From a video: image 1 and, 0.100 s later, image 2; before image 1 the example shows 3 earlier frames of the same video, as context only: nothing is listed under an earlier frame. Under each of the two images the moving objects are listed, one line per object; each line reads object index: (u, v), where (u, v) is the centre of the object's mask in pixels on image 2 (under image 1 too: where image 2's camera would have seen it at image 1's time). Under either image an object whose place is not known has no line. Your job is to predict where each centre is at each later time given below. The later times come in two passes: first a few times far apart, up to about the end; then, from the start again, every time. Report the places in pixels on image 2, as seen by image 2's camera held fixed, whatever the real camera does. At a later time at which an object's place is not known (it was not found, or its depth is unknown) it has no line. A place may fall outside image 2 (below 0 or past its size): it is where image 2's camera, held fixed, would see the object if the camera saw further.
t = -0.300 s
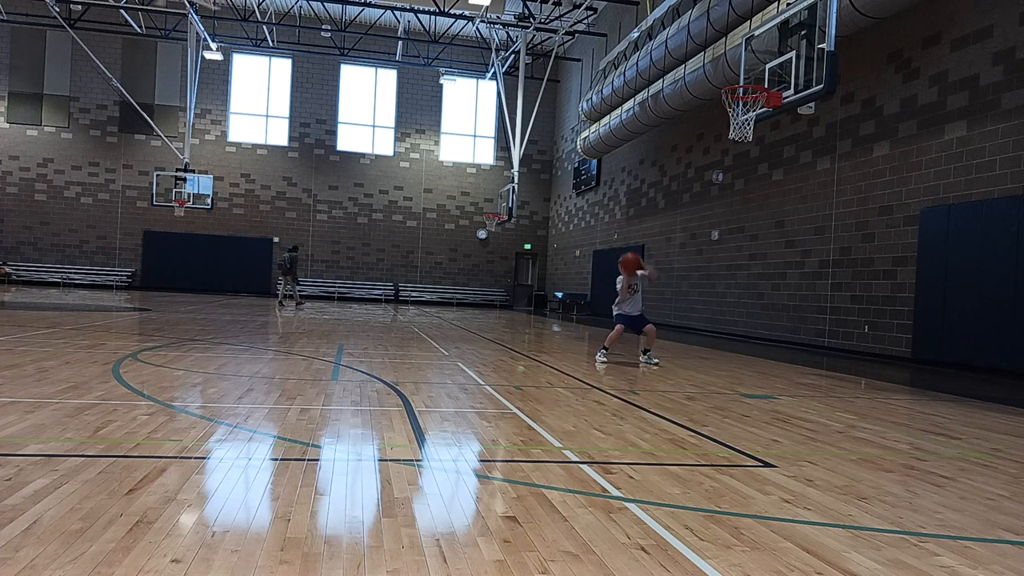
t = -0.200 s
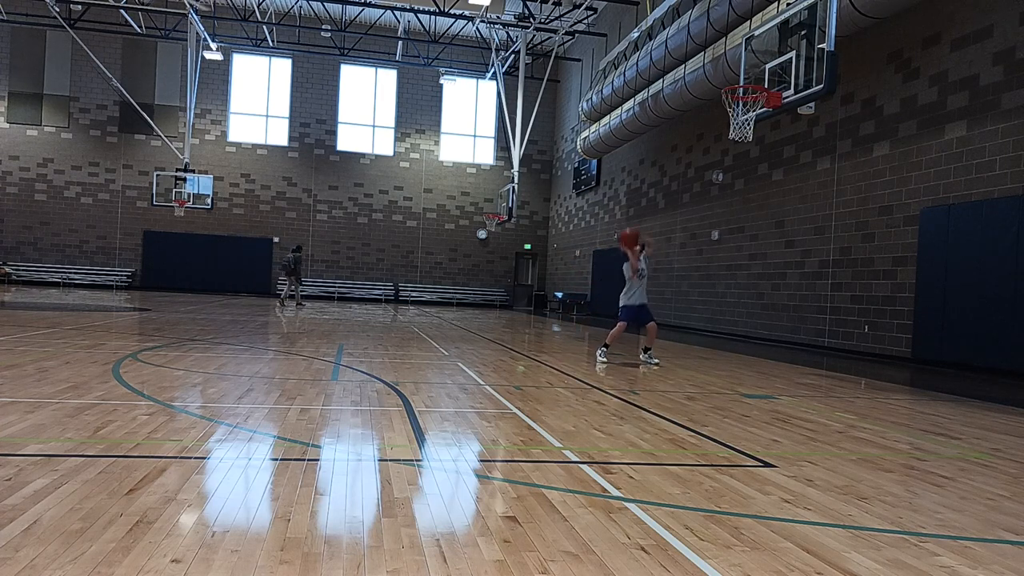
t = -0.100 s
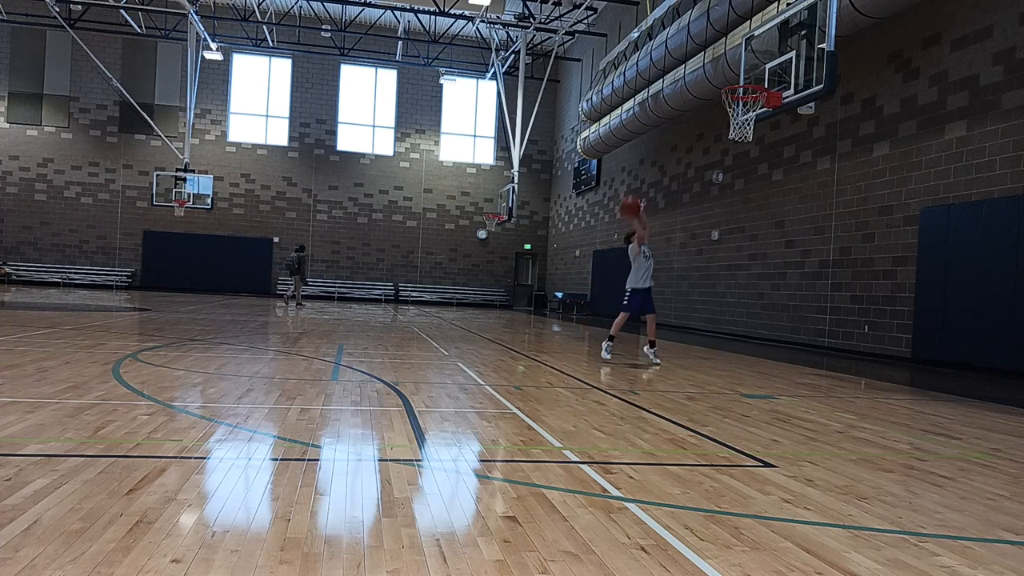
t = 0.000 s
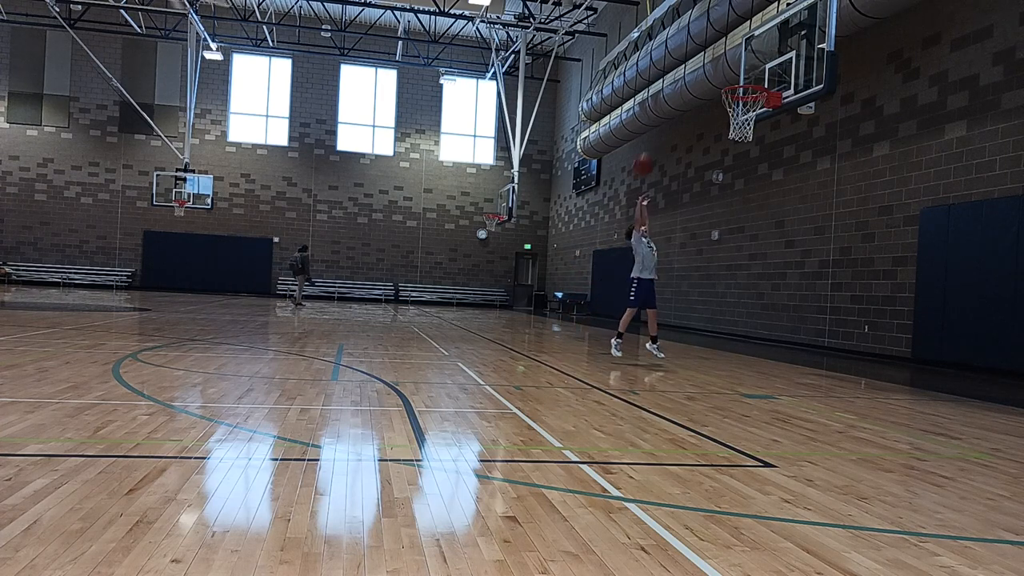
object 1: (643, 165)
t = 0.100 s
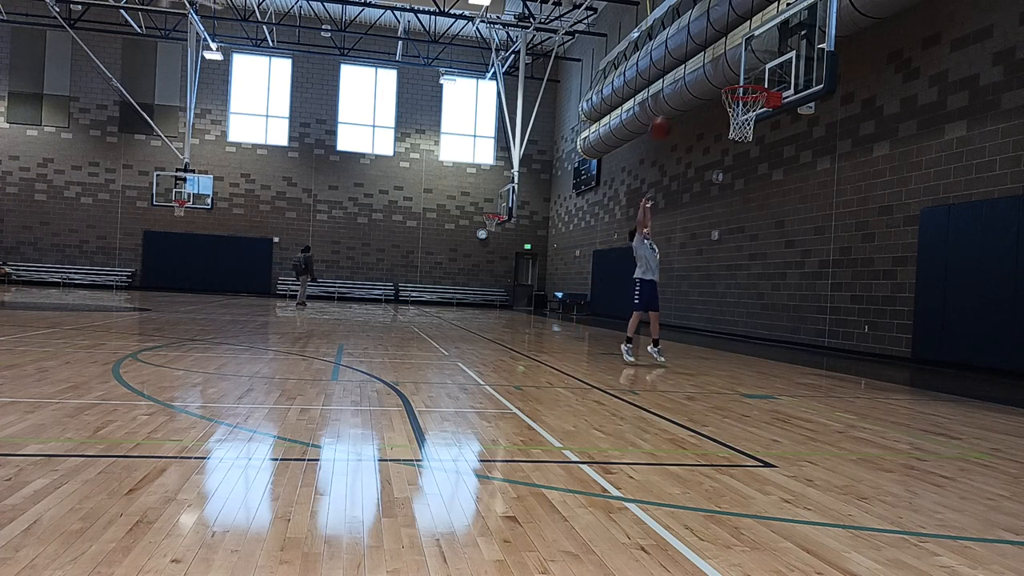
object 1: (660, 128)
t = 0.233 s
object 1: (682, 92)
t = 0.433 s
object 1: (713, 68)
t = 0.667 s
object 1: (747, 78)
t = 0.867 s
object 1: (749, 119)
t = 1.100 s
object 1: (736, 188)
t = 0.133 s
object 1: (666, 118)
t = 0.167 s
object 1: (671, 108)
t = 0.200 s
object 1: (676, 100)
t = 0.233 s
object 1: (682, 92)
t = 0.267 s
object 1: (687, 86)
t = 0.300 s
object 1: (692, 80)
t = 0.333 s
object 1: (697, 76)
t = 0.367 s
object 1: (702, 73)
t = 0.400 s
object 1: (707, 70)
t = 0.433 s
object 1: (713, 68)
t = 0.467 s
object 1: (717, 67)
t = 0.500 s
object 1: (722, 67)
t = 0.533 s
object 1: (726, 68)
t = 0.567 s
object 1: (731, 70)
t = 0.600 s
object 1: (736, 73)
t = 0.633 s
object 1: (741, 76)
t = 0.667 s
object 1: (747, 78)
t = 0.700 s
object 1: (749, 80)
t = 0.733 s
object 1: (750, 81)
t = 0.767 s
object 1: (748, 93)
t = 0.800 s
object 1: (750, 103)
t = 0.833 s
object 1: (751, 110)
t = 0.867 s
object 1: (749, 119)
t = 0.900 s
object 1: (747, 130)
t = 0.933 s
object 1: (745, 135)
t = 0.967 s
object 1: (743, 142)
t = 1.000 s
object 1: (741, 154)
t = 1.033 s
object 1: (740, 165)
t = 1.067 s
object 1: (738, 175)
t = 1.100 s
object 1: (736, 188)
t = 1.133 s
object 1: (734, 202)
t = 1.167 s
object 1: (732, 217)
